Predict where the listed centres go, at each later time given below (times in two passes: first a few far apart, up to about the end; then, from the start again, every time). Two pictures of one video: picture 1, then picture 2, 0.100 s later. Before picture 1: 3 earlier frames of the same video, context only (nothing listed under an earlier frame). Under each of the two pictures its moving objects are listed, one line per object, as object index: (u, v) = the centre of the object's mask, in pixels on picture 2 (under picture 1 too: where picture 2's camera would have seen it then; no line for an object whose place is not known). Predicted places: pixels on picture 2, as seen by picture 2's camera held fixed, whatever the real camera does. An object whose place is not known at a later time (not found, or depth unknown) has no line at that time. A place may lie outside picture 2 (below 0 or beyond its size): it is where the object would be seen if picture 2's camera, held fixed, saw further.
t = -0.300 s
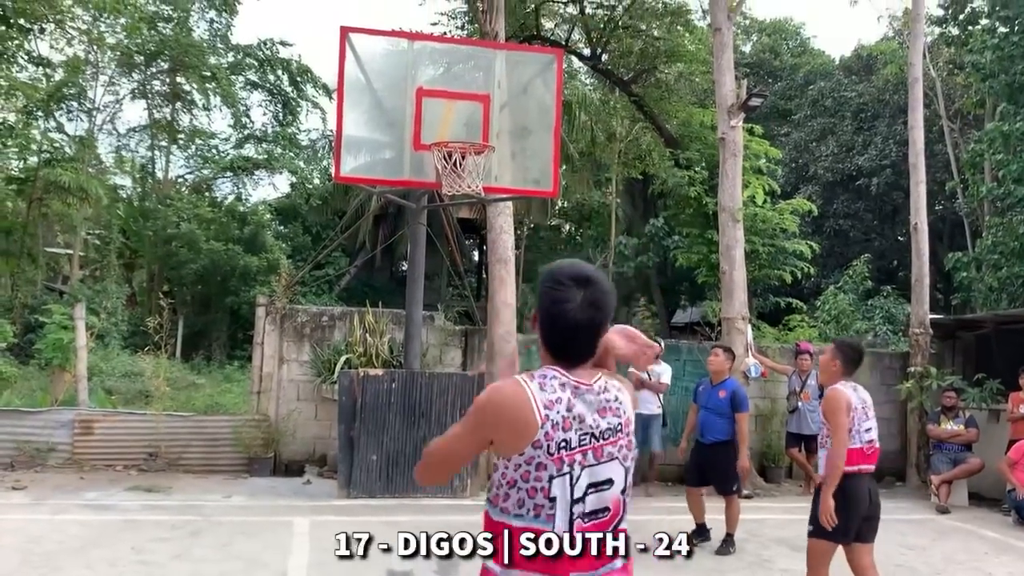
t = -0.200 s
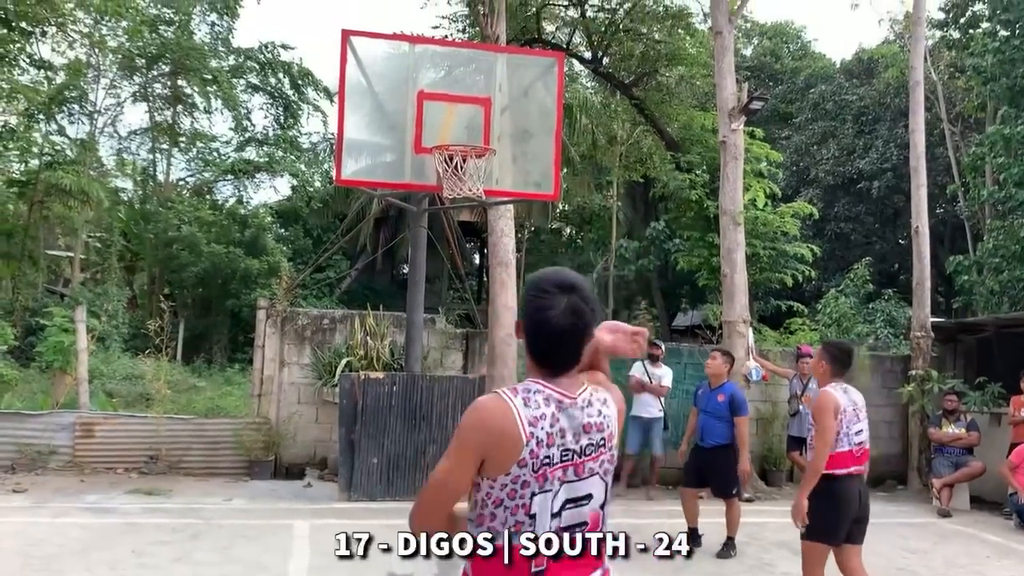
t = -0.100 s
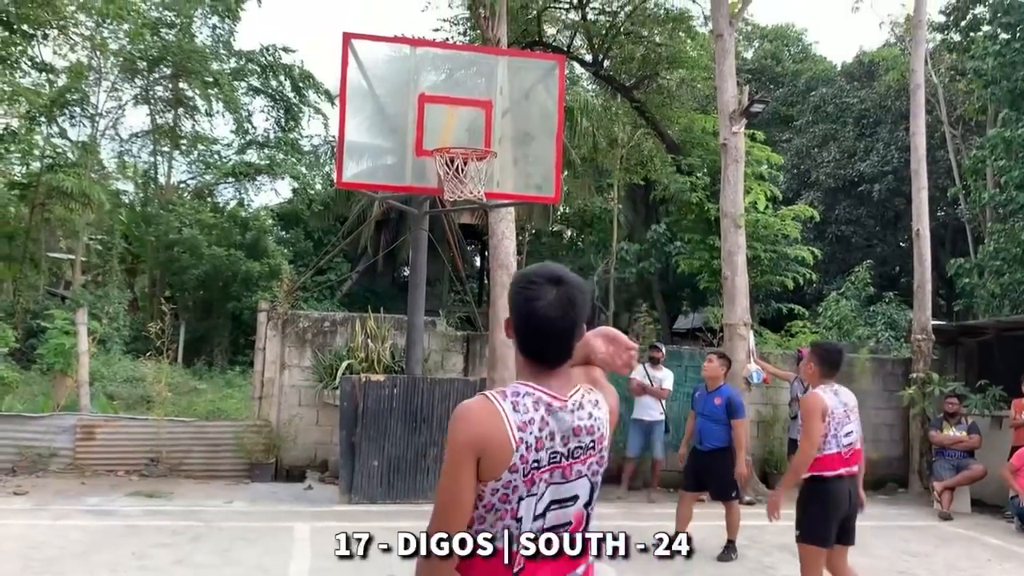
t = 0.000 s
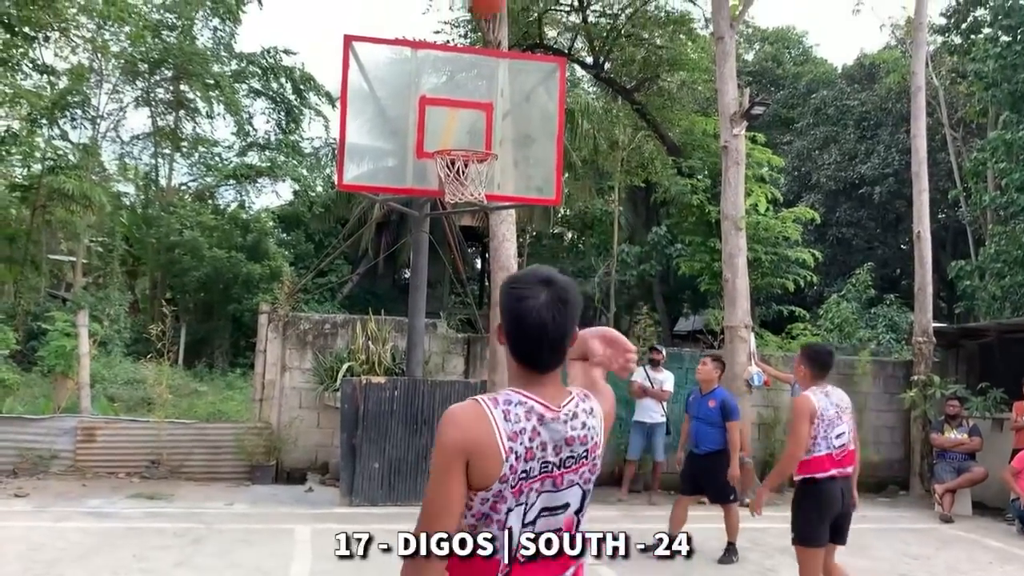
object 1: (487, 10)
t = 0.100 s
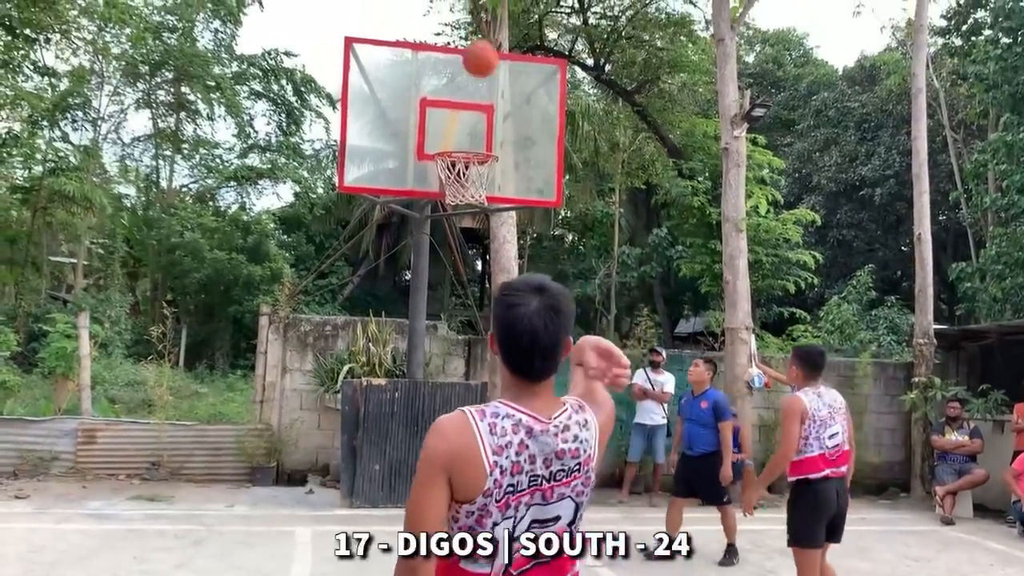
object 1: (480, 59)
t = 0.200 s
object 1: (473, 125)
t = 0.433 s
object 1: (469, 127)
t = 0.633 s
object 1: (467, 134)
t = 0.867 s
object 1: (475, 136)
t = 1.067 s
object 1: (458, 176)
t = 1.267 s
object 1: (456, 187)
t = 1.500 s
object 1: (468, 210)
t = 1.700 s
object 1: (474, 271)
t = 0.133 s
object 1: (478, 80)
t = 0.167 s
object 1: (476, 102)
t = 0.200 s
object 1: (473, 125)
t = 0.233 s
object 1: (471, 136)
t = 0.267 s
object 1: (471, 131)
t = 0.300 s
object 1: (471, 128)
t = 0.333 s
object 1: (470, 126)
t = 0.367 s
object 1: (470, 125)
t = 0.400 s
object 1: (470, 126)
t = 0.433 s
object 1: (469, 127)
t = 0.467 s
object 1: (467, 131)
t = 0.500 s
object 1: (466, 135)
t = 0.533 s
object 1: (465, 140)
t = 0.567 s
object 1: (464, 140)
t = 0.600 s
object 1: (465, 138)
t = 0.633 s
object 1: (467, 134)
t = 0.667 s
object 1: (468, 130)
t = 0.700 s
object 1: (470, 127)
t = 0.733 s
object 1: (471, 126)
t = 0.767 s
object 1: (472, 126)
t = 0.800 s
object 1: (473, 127)
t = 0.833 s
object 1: (475, 130)
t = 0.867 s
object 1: (475, 136)
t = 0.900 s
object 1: (477, 139)
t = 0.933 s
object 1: (477, 143)
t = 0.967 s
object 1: (476, 147)
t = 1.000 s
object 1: (470, 162)
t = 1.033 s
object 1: (462, 171)
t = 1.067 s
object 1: (458, 176)
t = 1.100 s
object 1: (452, 188)
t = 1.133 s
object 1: (451, 189)
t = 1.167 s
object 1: (452, 187)
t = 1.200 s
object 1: (454, 186)
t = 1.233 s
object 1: (455, 186)
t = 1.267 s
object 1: (456, 187)
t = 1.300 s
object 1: (460, 189)
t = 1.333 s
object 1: (461, 190)
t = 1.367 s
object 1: (461, 191)
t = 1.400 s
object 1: (463, 194)
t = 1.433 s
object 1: (466, 198)
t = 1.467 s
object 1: (467, 203)
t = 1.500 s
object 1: (468, 210)
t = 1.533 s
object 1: (469, 214)
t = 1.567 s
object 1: (470, 224)
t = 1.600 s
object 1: (471, 233)
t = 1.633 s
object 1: (472, 246)
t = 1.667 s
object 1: (473, 259)
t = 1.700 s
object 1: (474, 271)
